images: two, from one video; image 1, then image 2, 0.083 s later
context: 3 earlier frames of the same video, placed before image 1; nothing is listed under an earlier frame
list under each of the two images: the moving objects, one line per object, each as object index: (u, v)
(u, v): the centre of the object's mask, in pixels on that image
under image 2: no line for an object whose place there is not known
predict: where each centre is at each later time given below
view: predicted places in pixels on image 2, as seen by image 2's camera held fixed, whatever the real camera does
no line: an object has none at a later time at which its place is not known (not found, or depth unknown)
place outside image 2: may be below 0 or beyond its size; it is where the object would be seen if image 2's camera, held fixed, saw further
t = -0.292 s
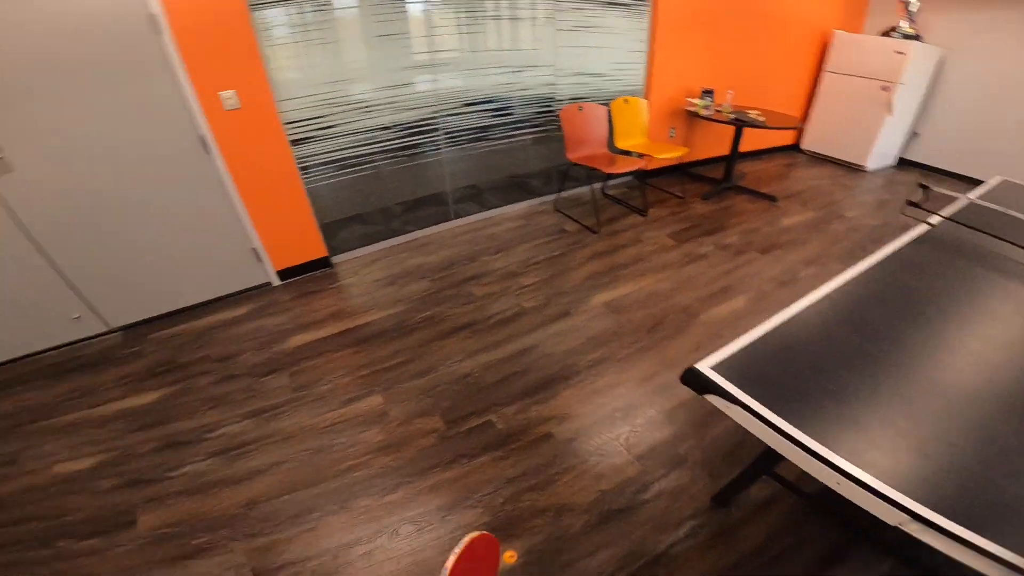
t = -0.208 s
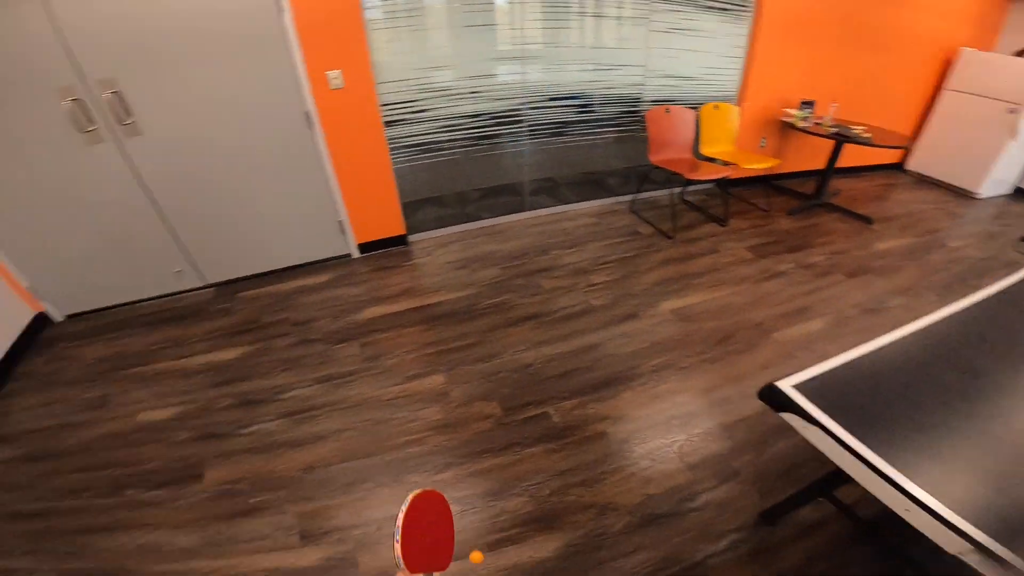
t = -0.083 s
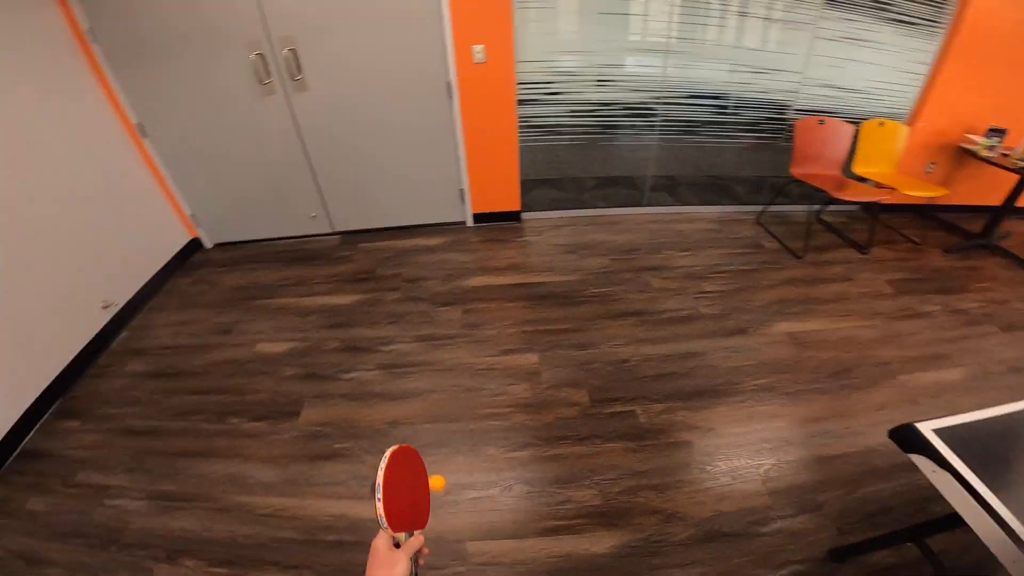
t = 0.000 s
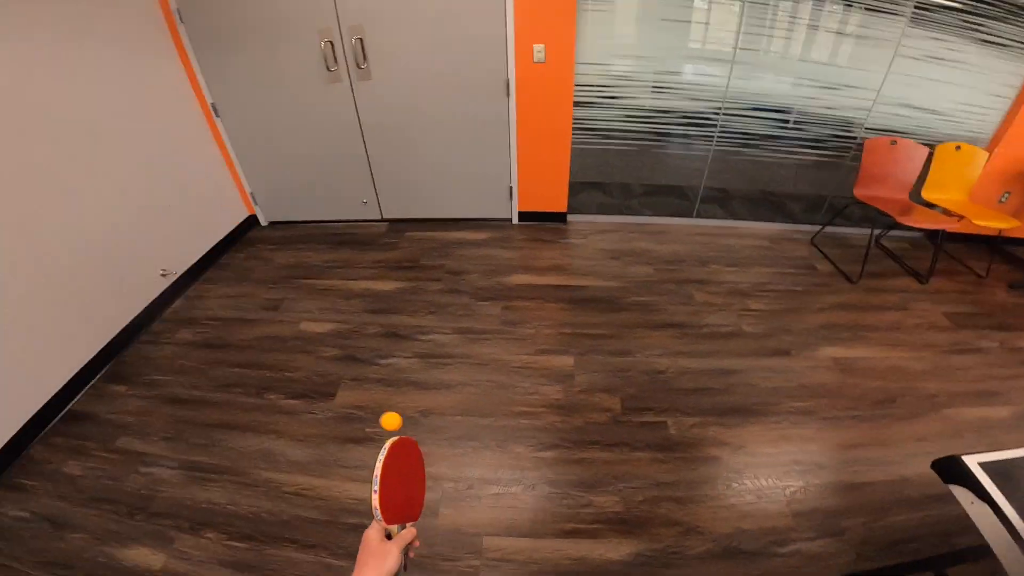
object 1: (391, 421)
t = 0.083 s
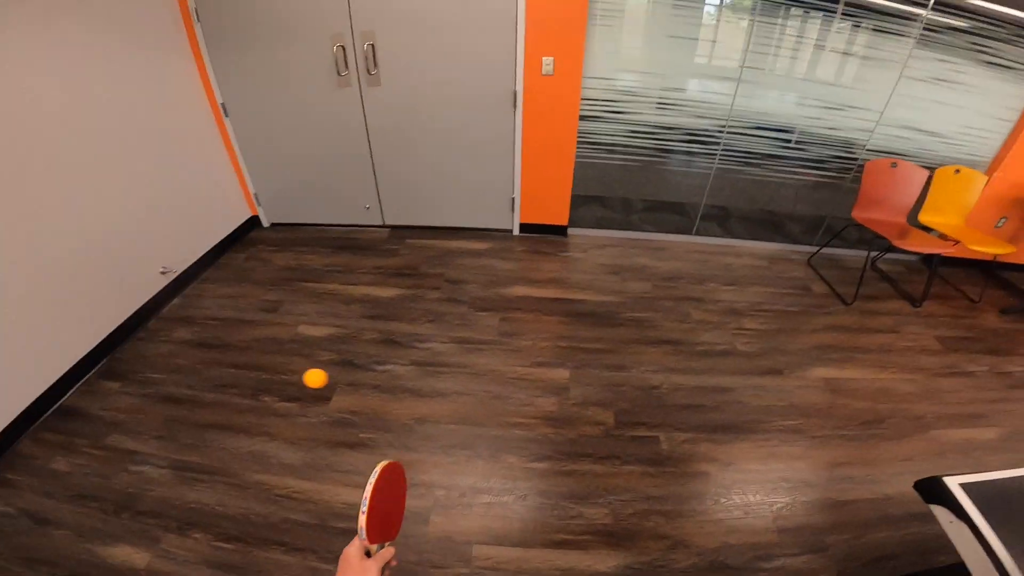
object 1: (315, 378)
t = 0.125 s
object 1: (284, 363)
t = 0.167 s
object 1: (257, 354)
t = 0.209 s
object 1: (235, 352)
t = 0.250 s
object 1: (217, 354)
